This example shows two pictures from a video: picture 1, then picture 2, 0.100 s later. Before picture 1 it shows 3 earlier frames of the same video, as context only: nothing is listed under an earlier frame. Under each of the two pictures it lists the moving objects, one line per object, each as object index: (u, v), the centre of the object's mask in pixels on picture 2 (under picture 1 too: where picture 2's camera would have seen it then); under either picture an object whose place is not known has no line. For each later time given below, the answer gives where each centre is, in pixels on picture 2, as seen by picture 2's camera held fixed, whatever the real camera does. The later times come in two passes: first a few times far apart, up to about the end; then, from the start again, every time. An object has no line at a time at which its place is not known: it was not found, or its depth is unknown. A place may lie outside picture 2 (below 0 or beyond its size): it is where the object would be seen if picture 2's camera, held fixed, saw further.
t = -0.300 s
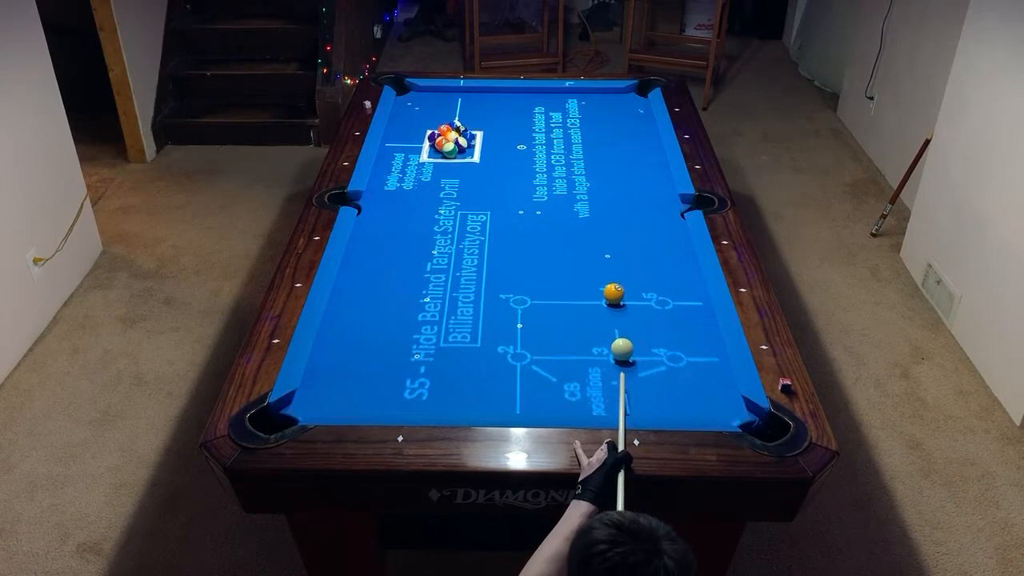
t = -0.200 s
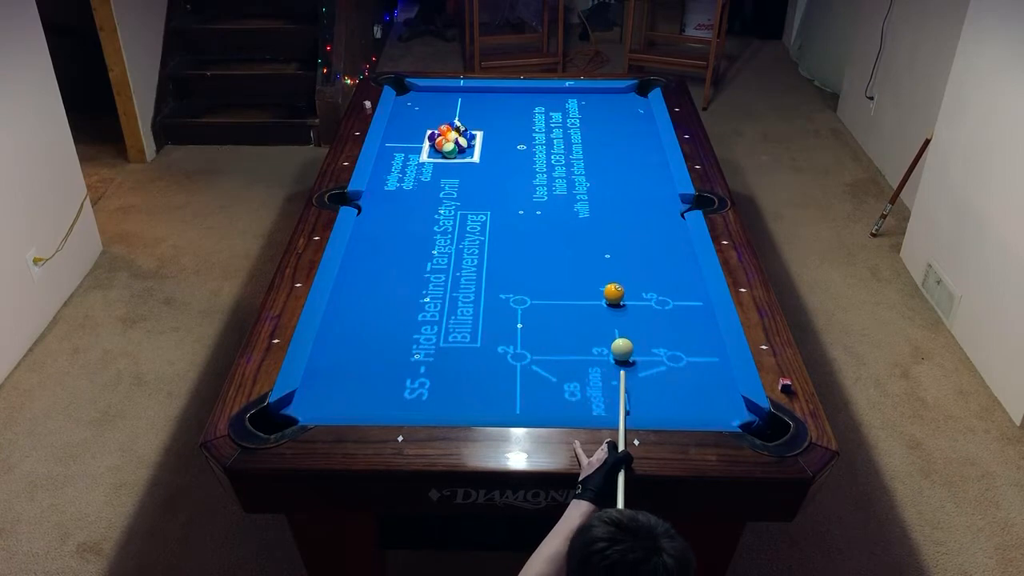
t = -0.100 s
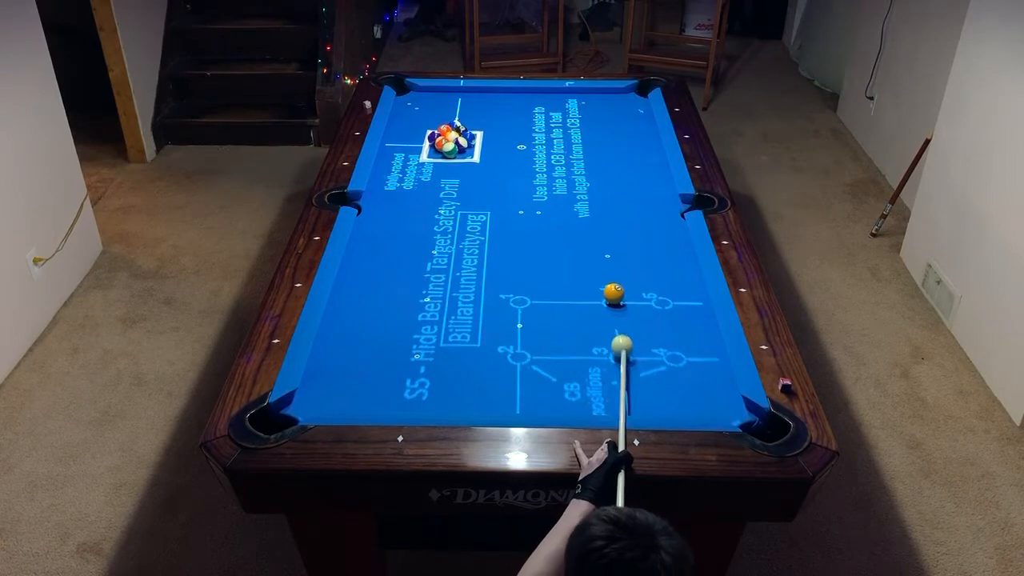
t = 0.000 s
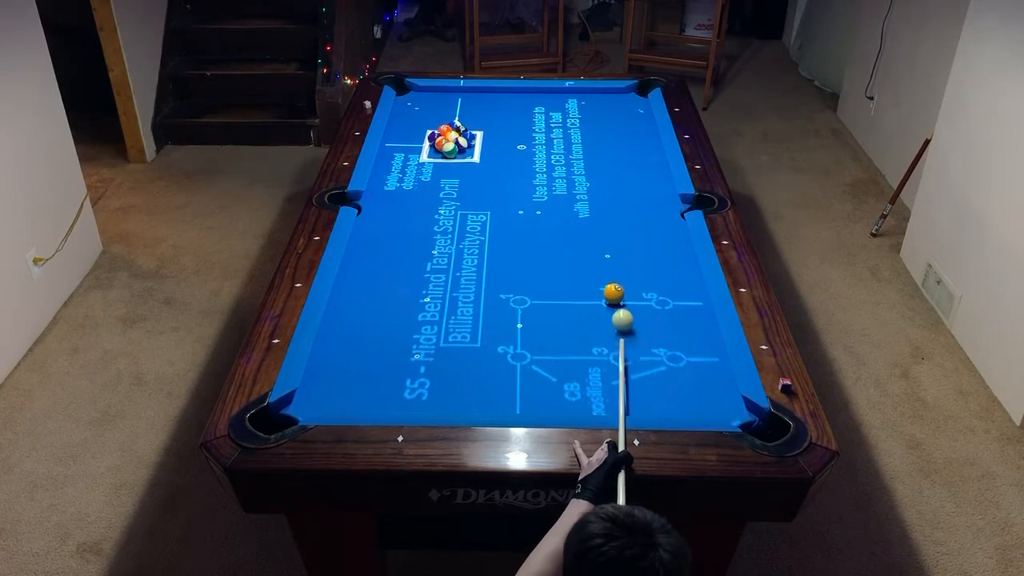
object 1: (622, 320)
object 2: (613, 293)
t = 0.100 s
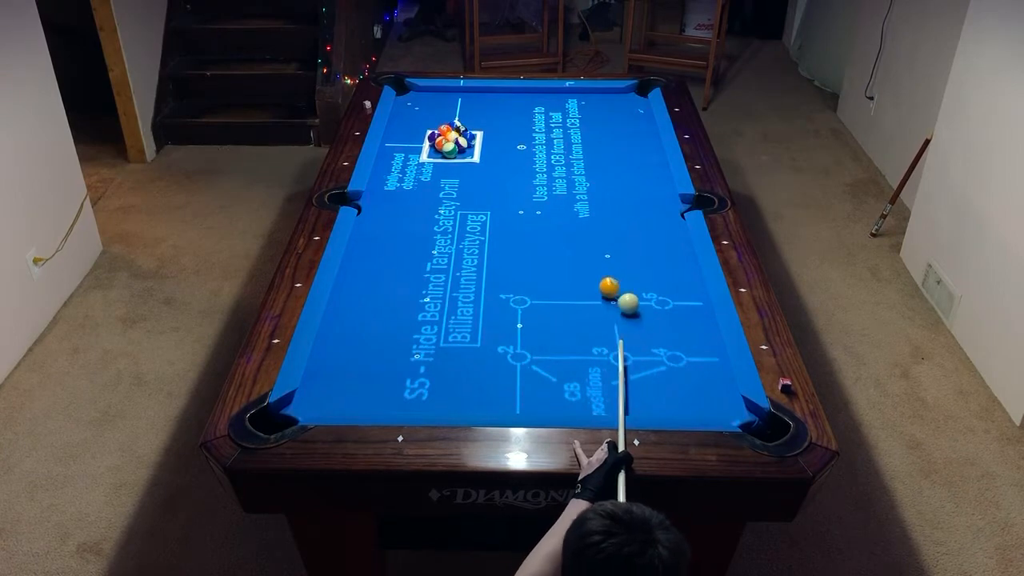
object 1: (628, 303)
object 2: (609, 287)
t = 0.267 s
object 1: (649, 292)
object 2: (594, 267)
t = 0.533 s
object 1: (680, 274)
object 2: (574, 241)
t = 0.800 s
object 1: (677, 262)
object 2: (556, 218)
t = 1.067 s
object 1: (660, 253)
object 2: (541, 197)
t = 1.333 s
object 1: (644, 245)
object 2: (527, 180)
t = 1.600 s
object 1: (630, 239)
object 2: (515, 164)
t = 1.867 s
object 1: (619, 233)
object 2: (504, 150)
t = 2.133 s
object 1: (608, 228)
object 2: (494, 137)
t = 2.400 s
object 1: (600, 224)
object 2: (485, 125)
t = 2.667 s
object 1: (593, 221)
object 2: (477, 115)
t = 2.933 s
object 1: (588, 218)
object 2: (470, 106)
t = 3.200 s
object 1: (584, 217)
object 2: (464, 98)
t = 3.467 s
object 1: (581, 215)
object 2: (458, 91)
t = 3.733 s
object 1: (580, 215)
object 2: (453, 93)
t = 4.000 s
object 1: (580, 215)
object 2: (450, 97)
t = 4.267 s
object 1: (580, 215)
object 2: (447, 100)
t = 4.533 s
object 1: (580, 215)
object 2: (444, 103)
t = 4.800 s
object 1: (580, 215)
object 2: (441, 105)
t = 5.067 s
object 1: (580, 215)
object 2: (439, 107)
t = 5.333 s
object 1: (580, 215)
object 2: (438, 109)
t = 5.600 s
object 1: (580, 216)
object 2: (437, 110)
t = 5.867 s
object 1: (580, 215)
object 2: (437, 111)
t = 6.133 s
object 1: (580, 216)
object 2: (437, 112)
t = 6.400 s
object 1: (580, 215)
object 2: (437, 112)
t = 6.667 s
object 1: (580, 215)
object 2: (437, 112)
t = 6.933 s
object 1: (580, 216)
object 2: (437, 112)
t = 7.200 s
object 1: (580, 216)
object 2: (437, 112)
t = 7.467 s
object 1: (580, 216)
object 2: (437, 112)
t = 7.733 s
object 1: (580, 216)
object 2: (437, 112)
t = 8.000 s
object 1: (580, 215)
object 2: (438, 112)
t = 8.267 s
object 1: (580, 215)
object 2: (437, 112)
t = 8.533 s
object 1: (580, 215)
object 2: (437, 112)
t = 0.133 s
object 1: (633, 302)
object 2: (605, 283)
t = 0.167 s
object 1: (637, 300)
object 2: (602, 278)
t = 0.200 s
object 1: (641, 297)
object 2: (599, 274)
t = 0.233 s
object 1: (645, 294)
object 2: (596, 271)
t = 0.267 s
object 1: (649, 292)
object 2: (594, 267)
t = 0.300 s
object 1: (653, 290)
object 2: (591, 264)
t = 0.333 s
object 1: (657, 287)
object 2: (588, 260)
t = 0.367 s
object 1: (661, 285)
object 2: (586, 257)
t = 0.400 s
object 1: (665, 283)
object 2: (583, 253)
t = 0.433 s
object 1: (668, 280)
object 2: (581, 250)
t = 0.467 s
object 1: (672, 278)
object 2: (578, 247)
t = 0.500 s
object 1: (676, 276)
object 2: (576, 244)
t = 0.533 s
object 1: (680, 274)
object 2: (574, 241)
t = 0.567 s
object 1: (683, 272)
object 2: (571, 238)
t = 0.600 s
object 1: (686, 270)
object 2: (569, 235)
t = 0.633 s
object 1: (690, 268)
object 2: (567, 232)
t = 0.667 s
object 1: (687, 267)
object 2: (565, 229)
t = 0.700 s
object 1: (684, 265)
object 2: (562, 226)
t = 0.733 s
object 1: (682, 264)
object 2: (560, 223)
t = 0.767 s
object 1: (679, 263)
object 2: (558, 221)
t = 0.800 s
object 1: (677, 262)
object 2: (556, 218)
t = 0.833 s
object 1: (675, 260)
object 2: (554, 215)
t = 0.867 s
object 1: (672, 259)
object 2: (552, 212)
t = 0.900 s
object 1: (670, 258)
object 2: (550, 210)
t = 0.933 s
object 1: (668, 257)
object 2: (548, 207)
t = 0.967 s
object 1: (666, 256)
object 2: (546, 205)
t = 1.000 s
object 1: (663, 255)
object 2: (545, 202)
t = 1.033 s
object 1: (662, 254)
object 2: (543, 200)
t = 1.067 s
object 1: (660, 253)
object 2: (541, 197)
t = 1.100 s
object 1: (657, 252)
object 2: (539, 195)
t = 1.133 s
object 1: (655, 251)
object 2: (537, 193)
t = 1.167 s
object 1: (653, 250)
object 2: (535, 190)
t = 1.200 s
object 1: (651, 249)
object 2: (534, 188)
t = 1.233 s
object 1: (649, 248)
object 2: (532, 186)
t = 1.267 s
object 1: (647, 247)
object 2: (530, 184)
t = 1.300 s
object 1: (646, 246)
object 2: (529, 182)
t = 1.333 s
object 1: (644, 245)
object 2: (527, 180)
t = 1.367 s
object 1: (642, 245)
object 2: (525, 178)
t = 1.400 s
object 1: (640, 244)
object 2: (524, 175)
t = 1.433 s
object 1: (639, 243)
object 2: (522, 173)
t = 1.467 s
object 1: (637, 242)
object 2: (521, 171)
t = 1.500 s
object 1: (635, 241)
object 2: (519, 170)
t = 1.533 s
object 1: (633, 240)
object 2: (518, 168)
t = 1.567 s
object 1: (632, 240)
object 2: (516, 166)
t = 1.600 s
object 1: (630, 239)
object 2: (515, 164)
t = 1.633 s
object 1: (629, 238)
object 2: (514, 162)
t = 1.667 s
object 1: (627, 237)
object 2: (512, 160)
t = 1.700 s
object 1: (626, 236)
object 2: (511, 158)
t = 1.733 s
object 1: (624, 236)
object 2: (509, 156)
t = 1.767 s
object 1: (623, 235)
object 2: (508, 155)
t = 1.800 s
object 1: (621, 234)
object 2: (507, 153)
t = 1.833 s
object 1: (620, 233)
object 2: (505, 151)
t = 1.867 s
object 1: (619, 233)
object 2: (504, 150)
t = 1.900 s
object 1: (617, 232)
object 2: (503, 148)
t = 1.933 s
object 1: (616, 232)
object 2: (502, 146)
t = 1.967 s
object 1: (615, 231)
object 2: (500, 145)
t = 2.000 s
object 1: (613, 230)
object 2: (499, 143)
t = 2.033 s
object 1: (612, 230)
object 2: (497, 142)
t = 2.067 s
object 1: (611, 229)
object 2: (496, 140)
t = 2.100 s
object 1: (610, 228)
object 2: (495, 138)
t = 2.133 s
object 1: (608, 228)
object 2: (494, 137)
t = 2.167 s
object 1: (607, 227)
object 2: (493, 135)
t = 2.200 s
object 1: (606, 227)
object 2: (492, 134)
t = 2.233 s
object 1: (605, 226)
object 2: (491, 132)
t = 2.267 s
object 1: (604, 226)
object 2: (490, 131)
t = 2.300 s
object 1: (603, 225)
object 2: (489, 129)
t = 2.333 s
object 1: (602, 225)
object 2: (487, 128)
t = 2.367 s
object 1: (601, 224)
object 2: (486, 127)
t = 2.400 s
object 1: (600, 224)
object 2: (485, 125)
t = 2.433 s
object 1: (599, 223)
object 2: (484, 124)
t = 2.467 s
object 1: (598, 223)
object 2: (483, 123)
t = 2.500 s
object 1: (597, 223)
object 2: (482, 121)
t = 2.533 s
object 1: (597, 222)
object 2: (481, 120)
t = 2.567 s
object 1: (596, 222)
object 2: (480, 119)
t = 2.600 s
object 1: (595, 221)
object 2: (479, 118)
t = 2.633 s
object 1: (594, 221)
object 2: (478, 117)
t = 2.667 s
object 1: (593, 221)
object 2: (477, 115)
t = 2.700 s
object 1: (593, 220)
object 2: (476, 114)
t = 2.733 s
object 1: (592, 220)
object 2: (475, 113)
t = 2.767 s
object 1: (591, 220)
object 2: (474, 112)
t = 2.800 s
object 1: (590, 219)
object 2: (473, 111)
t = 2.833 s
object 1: (590, 219)
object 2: (472, 110)
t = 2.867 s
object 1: (589, 219)
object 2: (472, 109)
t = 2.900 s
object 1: (588, 218)
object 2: (470, 107)
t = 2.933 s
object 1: (588, 218)
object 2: (470, 106)
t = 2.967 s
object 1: (587, 218)
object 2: (469, 105)
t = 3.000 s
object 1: (586, 218)
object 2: (468, 104)
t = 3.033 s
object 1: (586, 217)
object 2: (467, 104)
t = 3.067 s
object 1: (585, 217)
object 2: (466, 102)
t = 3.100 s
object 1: (585, 217)
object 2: (466, 101)
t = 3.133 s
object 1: (584, 217)
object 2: (465, 100)
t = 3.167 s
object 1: (584, 217)
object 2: (464, 99)
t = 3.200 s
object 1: (584, 217)
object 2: (464, 98)
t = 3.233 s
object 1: (583, 216)
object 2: (463, 97)
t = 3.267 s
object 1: (583, 216)
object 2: (462, 96)
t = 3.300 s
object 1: (582, 216)
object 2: (461, 95)
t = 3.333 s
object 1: (582, 216)
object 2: (460, 94)
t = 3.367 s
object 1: (581, 216)
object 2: (460, 94)
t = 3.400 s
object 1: (581, 216)
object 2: (459, 93)
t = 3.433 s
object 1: (581, 216)
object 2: (458, 92)
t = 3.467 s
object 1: (581, 215)
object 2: (458, 91)
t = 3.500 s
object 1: (580, 215)
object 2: (457, 90)
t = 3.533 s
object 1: (580, 215)
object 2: (456, 90)
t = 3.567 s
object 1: (580, 215)
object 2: (456, 91)
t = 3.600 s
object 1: (580, 215)
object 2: (455, 91)
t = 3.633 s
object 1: (580, 215)
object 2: (455, 92)
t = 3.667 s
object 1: (580, 215)
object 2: (454, 92)
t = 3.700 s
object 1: (580, 215)
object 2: (454, 93)
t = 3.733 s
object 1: (580, 215)
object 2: (453, 93)
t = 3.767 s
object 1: (579, 215)
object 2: (453, 94)
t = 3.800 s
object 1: (579, 215)
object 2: (452, 94)
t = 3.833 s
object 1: (580, 215)
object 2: (452, 94)
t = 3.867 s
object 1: (580, 215)
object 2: (452, 95)
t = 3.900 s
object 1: (580, 215)
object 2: (451, 95)
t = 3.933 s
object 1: (580, 215)
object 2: (450, 96)
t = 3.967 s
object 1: (580, 215)
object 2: (450, 96)
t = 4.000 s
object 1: (580, 215)
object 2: (450, 97)
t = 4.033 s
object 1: (580, 215)
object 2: (449, 97)
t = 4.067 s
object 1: (580, 215)
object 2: (449, 97)
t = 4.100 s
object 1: (580, 215)
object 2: (448, 98)
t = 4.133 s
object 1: (580, 215)
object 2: (448, 98)
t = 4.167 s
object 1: (580, 215)
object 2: (448, 99)
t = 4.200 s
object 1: (580, 215)
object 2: (447, 99)
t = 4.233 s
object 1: (580, 215)
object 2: (447, 99)
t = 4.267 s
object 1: (580, 215)
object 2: (447, 100)
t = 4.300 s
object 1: (580, 215)
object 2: (446, 100)
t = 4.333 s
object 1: (580, 215)
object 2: (446, 101)
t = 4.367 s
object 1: (580, 215)
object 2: (445, 101)
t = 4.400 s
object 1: (580, 215)
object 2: (445, 101)
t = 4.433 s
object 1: (580, 215)
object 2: (445, 102)
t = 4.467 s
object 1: (580, 215)
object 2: (444, 102)
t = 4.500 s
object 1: (580, 215)
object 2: (444, 103)
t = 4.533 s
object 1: (580, 215)
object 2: (444, 103)
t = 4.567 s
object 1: (580, 215)
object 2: (443, 103)
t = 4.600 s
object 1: (580, 215)
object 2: (443, 103)
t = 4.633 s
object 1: (580, 215)
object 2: (443, 104)
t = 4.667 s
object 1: (580, 215)
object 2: (442, 104)
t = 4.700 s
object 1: (580, 215)
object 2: (442, 104)
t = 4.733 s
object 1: (580, 215)
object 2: (442, 105)
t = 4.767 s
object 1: (580, 215)
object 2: (442, 105)
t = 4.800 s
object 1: (580, 215)
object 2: (441, 105)
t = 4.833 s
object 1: (580, 215)
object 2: (441, 106)
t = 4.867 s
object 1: (580, 215)
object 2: (441, 106)
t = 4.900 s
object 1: (580, 215)
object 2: (440, 106)
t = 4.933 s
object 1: (580, 215)
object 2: (440, 106)
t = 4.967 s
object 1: (580, 215)
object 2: (440, 106)
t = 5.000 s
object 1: (580, 215)
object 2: (440, 107)
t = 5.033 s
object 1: (580, 215)
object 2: (439, 107)
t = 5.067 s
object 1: (580, 215)
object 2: (439, 107)
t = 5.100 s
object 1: (580, 215)
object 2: (439, 107)
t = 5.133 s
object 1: (580, 215)
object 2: (439, 108)
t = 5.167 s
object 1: (580, 215)
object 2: (439, 108)
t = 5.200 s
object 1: (580, 215)
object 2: (439, 108)
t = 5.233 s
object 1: (580, 215)
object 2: (438, 108)
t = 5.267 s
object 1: (580, 215)
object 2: (438, 109)
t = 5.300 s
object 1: (580, 215)
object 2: (438, 109)
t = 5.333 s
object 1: (580, 215)
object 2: (438, 109)
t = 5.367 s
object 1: (580, 215)
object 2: (438, 109)
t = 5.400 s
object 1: (580, 216)
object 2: (438, 109)
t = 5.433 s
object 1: (580, 216)
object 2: (438, 109)
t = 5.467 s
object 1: (580, 215)
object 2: (438, 109)
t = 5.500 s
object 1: (580, 215)
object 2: (438, 110)
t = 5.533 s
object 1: (580, 215)
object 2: (438, 110)
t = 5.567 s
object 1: (580, 215)
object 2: (437, 110)
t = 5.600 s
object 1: (580, 216)
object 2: (437, 110)
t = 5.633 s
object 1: (580, 216)
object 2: (437, 110)
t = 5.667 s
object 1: (580, 216)
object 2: (437, 111)
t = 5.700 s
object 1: (580, 216)
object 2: (437, 111)
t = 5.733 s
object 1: (580, 216)
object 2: (437, 111)
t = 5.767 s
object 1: (580, 216)
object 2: (437, 111)
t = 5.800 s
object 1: (580, 215)
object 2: (437, 111)
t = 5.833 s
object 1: (580, 216)
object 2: (437, 111)
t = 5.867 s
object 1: (580, 215)
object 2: (437, 111)
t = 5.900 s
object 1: (580, 216)
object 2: (437, 111)
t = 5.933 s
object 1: (580, 216)
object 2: (437, 111)
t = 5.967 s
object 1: (580, 215)
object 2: (437, 111)
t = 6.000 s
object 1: (580, 215)
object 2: (437, 111)
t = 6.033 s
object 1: (580, 215)
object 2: (437, 111)
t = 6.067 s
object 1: (580, 215)
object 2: (437, 112)
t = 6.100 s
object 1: (580, 215)
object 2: (437, 112)
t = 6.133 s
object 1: (580, 216)
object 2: (437, 112)
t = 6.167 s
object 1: (580, 215)
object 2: (437, 112)
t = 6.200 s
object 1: (580, 216)
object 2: (437, 112)
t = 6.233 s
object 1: (580, 216)
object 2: (437, 112)
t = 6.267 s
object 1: (580, 215)
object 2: (437, 112)
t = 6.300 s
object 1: (580, 215)
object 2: (437, 112)
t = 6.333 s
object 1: (580, 216)
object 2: (437, 112)
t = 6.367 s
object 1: (580, 215)
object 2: (437, 112)
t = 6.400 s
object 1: (580, 215)
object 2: (437, 112)
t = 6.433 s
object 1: (580, 216)
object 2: (437, 112)
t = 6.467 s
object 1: (580, 215)
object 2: (437, 112)
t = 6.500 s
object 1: (580, 216)
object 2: (437, 112)
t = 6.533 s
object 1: (580, 216)
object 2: (437, 112)
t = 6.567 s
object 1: (580, 216)
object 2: (437, 112)
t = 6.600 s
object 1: (580, 216)
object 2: (437, 112)
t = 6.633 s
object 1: (580, 215)
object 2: (437, 112)
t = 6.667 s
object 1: (580, 215)
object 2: (437, 112)
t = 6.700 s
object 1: (580, 216)
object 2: (437, 112)
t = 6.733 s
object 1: (580, 216)
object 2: (437, 112)
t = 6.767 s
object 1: (580, 216)
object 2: (437, 112)
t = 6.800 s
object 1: (580, 216)
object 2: (437, 112)
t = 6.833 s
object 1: (580, 216)
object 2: (437, 112)
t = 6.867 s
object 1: (580, 216)
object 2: (437, 112)
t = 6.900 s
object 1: (580, 216)
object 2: (437, 112)
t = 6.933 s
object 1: (580, 216)
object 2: (437, 112)
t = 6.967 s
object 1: (580, 216)
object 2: (437, 112)
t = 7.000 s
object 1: (580, 216)
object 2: (437, 112)
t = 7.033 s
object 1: (580, 216)
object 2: (437, 112)
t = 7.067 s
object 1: (580, 216)
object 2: (437, 112)
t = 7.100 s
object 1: (580, 216)
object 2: (437, 112)
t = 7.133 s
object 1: (580, 216)
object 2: (437, 112)
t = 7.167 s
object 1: (580, 216)
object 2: (437, 112)
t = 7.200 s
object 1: (580, 216)
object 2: (437, 112)
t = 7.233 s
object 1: (580, 216)
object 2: (437, 112)
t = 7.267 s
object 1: (580, 216)
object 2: (437, 112)
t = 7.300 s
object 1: (580, 216)
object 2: (437, 111)
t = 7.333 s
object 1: (580, 216)
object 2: (437, 112)
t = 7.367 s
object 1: (580, 216)
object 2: (437, 112)
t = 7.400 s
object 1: (580, 216)
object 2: (437, 112)
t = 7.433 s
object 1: (580, 216)
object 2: (437, 112)
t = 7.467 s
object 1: (580, 216)
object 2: (437, 112)
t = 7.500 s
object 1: (580, 216)
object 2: (437, 112)
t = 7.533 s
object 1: (580, 216)
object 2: (437, 112)
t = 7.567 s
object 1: (580, 216)
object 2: (437, 112)
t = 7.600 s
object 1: (580, 216)
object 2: (437, 112)
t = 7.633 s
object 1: (580, 216)
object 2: (437, 112)
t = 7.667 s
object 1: (580, 216)
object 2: (437, 112)
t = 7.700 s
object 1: (580, 216)
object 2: (437, 112)
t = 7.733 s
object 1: (580, 216)
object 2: (437, 112)
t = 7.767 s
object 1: (580, 216)
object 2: (437, 112)
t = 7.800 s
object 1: (580, 216)
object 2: (437, 112)
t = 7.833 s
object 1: (580, 216)
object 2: (437, 112)
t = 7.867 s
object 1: (580, 216)
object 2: (437, 112)
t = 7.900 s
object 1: (580, 215)
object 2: (437, 112)
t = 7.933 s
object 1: (580, 215)
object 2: (437, 112)
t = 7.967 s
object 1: (580, 215)
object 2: (437, 112)
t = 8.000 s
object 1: (580, 215)
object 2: (438, 112)
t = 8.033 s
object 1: (580, 215)
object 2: (437, 112)
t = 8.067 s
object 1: (580, 215)
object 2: (437, 112)
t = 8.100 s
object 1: (580, 215)
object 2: (437, 112)
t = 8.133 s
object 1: (580, 215)
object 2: (437, 112)
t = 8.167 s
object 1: (580, 215)
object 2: (437, 112)
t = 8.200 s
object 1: (580, 215)
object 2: (437, 112)
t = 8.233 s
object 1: (580, 215)
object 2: (437, 112)
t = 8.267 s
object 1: (580, 215)
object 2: (437, 112)
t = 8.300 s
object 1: (580, 215)
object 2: (437, 112)
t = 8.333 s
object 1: (580, 215)
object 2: (437, 112)
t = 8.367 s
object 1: (580, 215)
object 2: (437, 112)
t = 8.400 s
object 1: (580, 215)
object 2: (437, 112)
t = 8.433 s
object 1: (580, 215)
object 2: (437, 112)
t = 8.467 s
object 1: (580, 215)
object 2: (437, 112)
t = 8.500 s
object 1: (580, 215)
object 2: (437, 112)
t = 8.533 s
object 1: (580, 215)
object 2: (437, 112)
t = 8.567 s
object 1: (580, 215)
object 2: (437, 112)
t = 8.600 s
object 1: (580, 215)
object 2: (437, 112)
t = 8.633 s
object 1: (580, 215)
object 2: (437, 112)
